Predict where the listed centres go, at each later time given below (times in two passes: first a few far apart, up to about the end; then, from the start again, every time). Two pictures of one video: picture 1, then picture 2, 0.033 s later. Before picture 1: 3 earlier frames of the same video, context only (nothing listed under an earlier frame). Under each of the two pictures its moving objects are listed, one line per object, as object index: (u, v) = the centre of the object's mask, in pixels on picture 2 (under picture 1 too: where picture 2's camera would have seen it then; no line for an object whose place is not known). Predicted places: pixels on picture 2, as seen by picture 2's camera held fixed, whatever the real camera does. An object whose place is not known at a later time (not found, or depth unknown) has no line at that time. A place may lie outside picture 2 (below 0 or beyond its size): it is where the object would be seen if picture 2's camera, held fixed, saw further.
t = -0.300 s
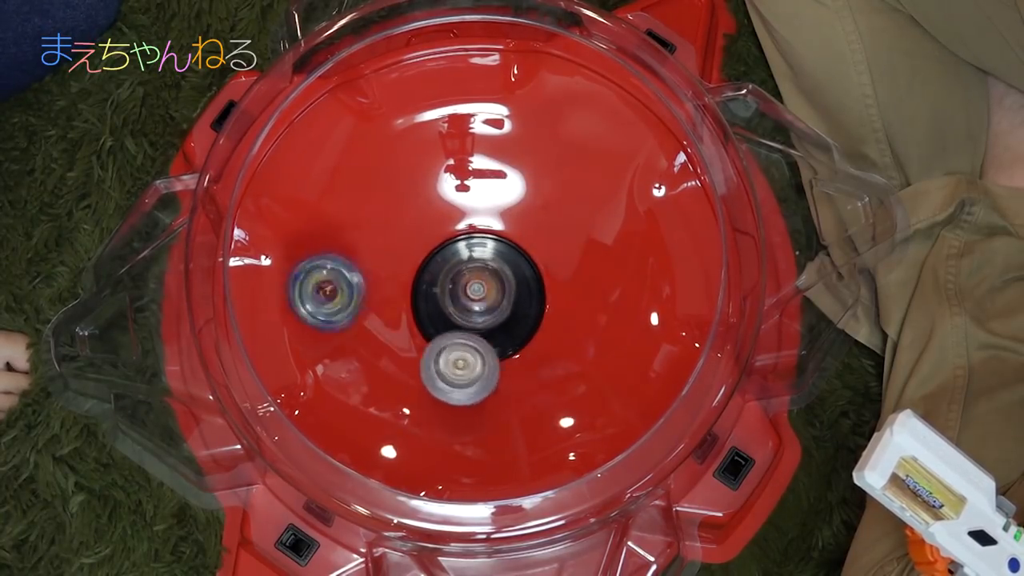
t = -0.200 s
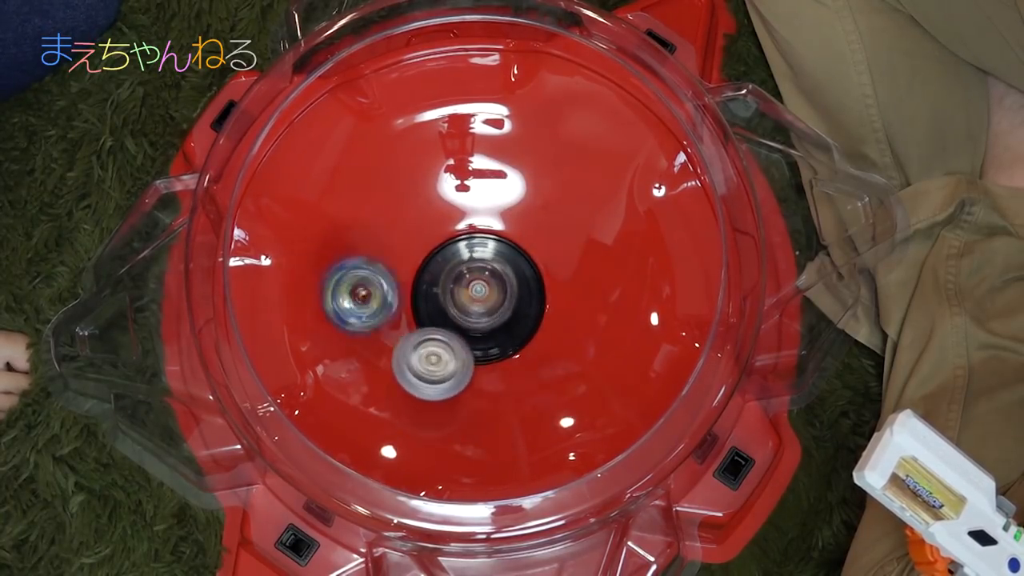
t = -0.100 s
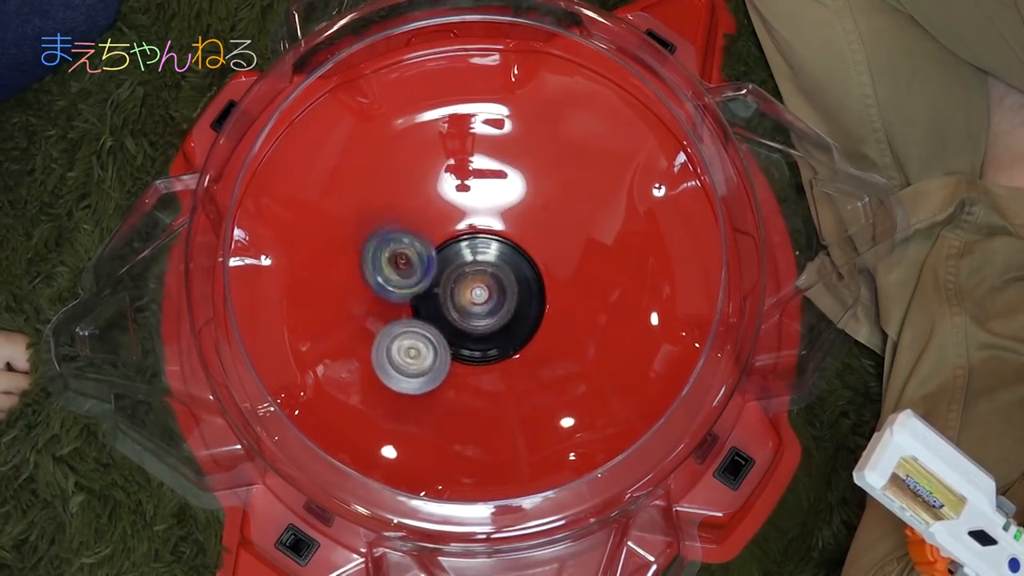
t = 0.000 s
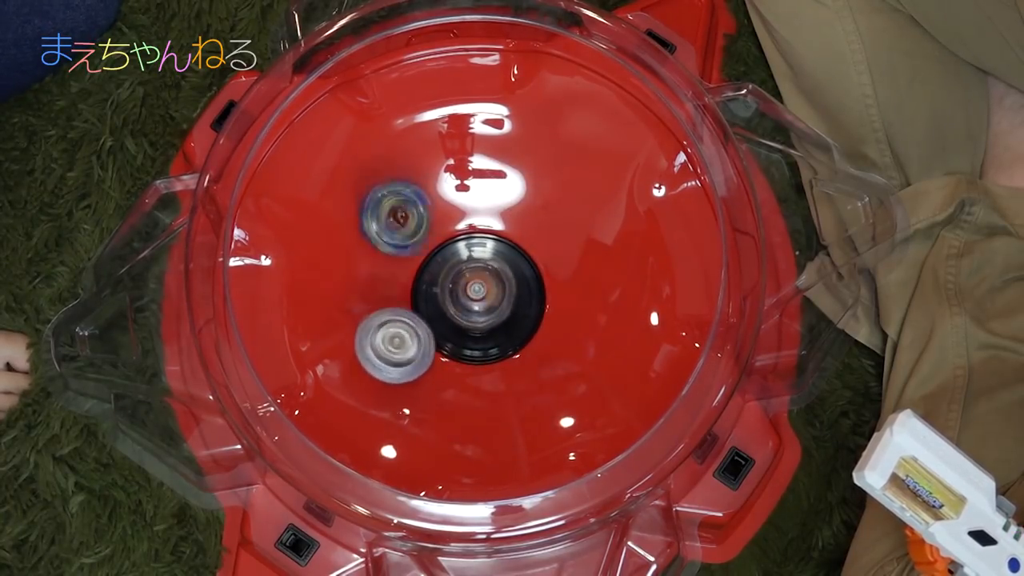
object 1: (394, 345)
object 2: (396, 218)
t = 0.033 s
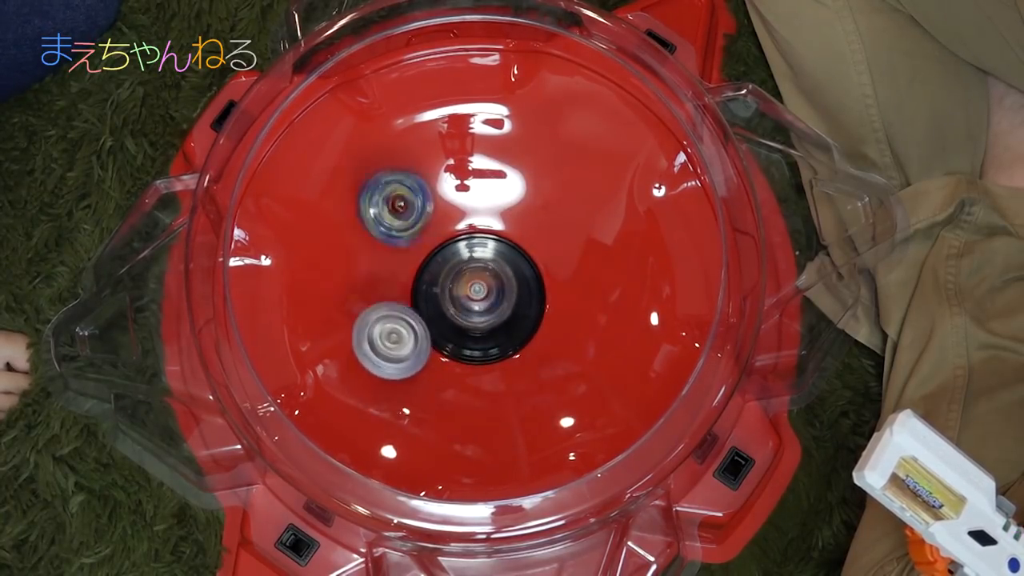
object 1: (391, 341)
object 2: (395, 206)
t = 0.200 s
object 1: (384, 312)
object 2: (393, 150)
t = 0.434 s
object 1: (397, 260)
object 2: (425, 174)
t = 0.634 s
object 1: (392, 270)
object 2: (533, 205)
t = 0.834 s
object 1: (393, 265)
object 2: (573, 267)
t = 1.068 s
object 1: (395, 255)
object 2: (542, 345)
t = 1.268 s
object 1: (403, 242)
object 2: (471, 380)
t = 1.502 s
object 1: (419, 233)
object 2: (406, 330)
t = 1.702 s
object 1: (413, 204)
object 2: (357, 247)
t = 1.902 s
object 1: (444, 210)
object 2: (364, 231)
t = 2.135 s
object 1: (516, 215)
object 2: (413, 237)
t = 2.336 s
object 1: (579, 264)
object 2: (453, 233)
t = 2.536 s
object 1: (588, 309)
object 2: (449, 234)
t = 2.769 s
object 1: (531, 359)
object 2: (451, 234)
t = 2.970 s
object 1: (447, 375)
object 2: (452, 234)
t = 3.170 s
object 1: (384, 348)
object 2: (455, 230)
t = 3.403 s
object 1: (380, 287)
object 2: (458, 230)
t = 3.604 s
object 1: (389, 236)
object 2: (475, 225)
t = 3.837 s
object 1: (406, 225)
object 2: (487, 225)
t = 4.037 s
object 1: (399, 231)
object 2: (534, 199)
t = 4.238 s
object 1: (400, 255)
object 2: (558, 207)
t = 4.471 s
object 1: (394, 252)
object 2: (552, 238)
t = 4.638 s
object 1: (403, 247)
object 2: (549, 252)
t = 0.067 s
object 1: (388, 336)
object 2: (394, 195)
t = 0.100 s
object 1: (385, 331)
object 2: (393, 184)
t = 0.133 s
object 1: (384, 324)
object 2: (393, 174)
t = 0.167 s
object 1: (383, 318)
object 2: (393, 161)
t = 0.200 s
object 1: (384, 312)
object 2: (393, 150)
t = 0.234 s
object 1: (385, 306)
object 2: (393, 143)
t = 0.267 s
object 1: (386, 299)
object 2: (394, 141)
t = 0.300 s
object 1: (388, 291)
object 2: (397, 142)
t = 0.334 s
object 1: (392, 284)
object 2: (401, 146)
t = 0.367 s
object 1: (395, 277)
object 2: (407, 153)
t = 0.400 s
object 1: (395, 268)
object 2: (414, 161)
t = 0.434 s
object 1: (397, 260)
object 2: (425, 174)
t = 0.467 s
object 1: (395, 256)
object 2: (442, 183)
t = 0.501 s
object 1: (386, 262)
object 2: (468, 183)
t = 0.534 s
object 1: (383, 263)
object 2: (489, 185)
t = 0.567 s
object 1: (385, 266)
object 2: (507, 190)
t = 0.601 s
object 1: (388, 268)
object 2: (521, 197)
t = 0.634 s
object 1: (392, 270)
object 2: (533, 205)
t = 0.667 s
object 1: (395, 270)
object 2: (544, 214)
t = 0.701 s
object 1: (394, 267)
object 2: (552, 223)
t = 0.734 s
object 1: (393, 267)
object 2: (559, 232)
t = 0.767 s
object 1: (392, 266)
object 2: (566, 244)
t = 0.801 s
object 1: (392, 265)
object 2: (571, 254)
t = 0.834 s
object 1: (393, 265)
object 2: (573, 267)
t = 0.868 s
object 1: (395, 264)
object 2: (575, 279)
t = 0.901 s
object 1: (397, 263)
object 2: (573, 291)
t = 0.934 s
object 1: (395, 261)
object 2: (570, 305)
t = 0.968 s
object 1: (394, 259)
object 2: (566, 317)
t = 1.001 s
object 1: (393, 257)
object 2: (559, 327)
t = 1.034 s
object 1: (394, 256)
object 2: (551, 337)
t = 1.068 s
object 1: (395, 255)
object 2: (542, 345)
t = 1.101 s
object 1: (397, 254)
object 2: (530, 352)
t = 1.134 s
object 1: (399, 253)
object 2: (519, 357)
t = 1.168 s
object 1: (400, 251)
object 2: (507, 362)
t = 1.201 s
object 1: (402, 250)
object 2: (495, 371)
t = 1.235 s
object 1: (404, 246)
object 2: (483, 379)
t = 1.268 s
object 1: (403, 242)
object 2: (471, 380)
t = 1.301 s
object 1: (403, 240)
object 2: (459, 379)
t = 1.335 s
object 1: (404, 237)
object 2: (448, 375)
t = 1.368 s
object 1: (406, 236)
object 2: (438, 368)
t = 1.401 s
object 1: (408, 235)
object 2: (431, 360)
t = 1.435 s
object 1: (412, 234)
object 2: (424, 352)
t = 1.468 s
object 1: (415, 234)
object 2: (418, 341)
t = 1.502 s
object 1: (419, 233)
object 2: (406, 330)
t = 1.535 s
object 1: (416, 224)
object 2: (393, 316)
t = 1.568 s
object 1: (414, 217)
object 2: (383, 301)
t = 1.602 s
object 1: (413, 213)
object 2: (374, 286)
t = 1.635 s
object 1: (412, 210)
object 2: (367, 272)
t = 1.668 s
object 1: (412, 207)
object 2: (360, 258)
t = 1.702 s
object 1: (413, 204)
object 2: (357, 247)
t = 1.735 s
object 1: (416, 203)
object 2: (355, 239)
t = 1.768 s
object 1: (422, 203)
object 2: (353, 235)
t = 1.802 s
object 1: (426, 203)
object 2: (353, 232)
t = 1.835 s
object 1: (430, 204)
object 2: (356, 232)
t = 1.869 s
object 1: (437, 206)
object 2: (360, 232)
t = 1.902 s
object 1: (444, 210)
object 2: (364, 231)
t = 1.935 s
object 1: (453, 212)
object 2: (369, 231)
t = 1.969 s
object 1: (463, 211)
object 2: (376, 232)
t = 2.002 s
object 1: (474, 206)
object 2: (386, 231)
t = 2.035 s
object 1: (484, 204)
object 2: (397, 233)
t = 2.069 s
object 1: (491, 207)
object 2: (410, 230)
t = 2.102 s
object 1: (503, 210)
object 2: (413, 234)
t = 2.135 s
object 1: (516, 215)
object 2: (413, 237)
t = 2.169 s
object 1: (529, 221)
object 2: (415, 238)
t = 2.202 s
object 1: (541, 230)
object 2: (422, 236)
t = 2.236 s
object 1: (554, 239)
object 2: (434, 235)
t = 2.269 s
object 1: (564, 247)
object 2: (444, 234)
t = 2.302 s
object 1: (572, 255)
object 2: (450, 232)
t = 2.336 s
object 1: (579, 264)
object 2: (453, 233)
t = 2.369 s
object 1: (584, 274)
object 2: (452, 233)
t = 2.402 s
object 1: (587, 282)
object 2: (452, 232)
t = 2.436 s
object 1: (590, 289)
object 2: (452, 233)
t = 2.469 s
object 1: (591, 296)
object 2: (452, 233)
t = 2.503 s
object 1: (590, 303)
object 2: (451, 235)
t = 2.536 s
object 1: (588, 309)
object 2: (449, 234)
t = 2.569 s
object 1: (586, 316)
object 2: (449, 233)
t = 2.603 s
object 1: (581, 322)
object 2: (449, 234)
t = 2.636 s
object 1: (574, 329)
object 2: (450, 234)
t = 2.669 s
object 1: (565, 336)
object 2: (450, 233)
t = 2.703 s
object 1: (556, 343)
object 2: (450, 234)
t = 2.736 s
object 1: (543, 351)
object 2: (450, 234)
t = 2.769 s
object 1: (531, 359)
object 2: (451, 234)
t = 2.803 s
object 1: (518, 366)
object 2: (451, 233)
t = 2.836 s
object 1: (505, 369)
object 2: (451, 233)
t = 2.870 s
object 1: (491, 372)
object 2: (451, 234)
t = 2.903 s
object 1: (476, 375)
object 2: (451, 234)
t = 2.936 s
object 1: (462, 375)
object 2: (452, 234)
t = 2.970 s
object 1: (447, 375)
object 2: (452, 234)
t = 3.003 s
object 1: (433, 373)
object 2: (452, 234)
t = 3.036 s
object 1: (421, 370)
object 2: (452, 232)
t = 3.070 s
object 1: (409, 366)
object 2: (452, 231)
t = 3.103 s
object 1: (398, 362)
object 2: (454, 231)
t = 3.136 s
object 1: (391, 356)
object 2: (455, 231)
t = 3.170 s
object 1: (384, 348)
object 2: (455, 230)
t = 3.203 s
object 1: (379, 341)
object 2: (454, 229)
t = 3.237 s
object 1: (376, 333)
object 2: (456, 230)
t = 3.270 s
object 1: (373, 326)
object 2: (456, 231)
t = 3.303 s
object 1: (372, 317)
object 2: (457, 230)
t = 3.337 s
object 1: (374, 307)
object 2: (457, 230)
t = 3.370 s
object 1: (376, 297)
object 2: (458, 230)
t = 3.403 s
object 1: (380, 287)
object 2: (458, 230)
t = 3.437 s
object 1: (386, 275)
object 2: (458, 228)
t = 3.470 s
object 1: (392, 263)
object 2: (460, 229)
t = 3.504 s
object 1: (391, 253)
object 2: (463, 230)
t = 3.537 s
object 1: (389, 245)
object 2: (469, 231)
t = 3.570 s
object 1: (388, 240)
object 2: (472, 227)
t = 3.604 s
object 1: (389, 236)
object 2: (475, 225)
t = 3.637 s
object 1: (390, 234)
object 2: (478, 226)
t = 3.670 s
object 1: (392, 233)
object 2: (481, 226)
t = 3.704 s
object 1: (395, 232)
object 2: (483, 226)
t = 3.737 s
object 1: (400, 231)
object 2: (483, 226)
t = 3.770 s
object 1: (404, 230)
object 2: (485, 226)
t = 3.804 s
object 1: (407, 227)
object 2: (486, 228)
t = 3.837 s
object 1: (406, 225)
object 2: (487, 225)
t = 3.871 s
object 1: (409, 223)
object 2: (489, 223)
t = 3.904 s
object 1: (404, 223)
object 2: (497, 228)
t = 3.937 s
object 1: (401, 220)
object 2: (502, 221)
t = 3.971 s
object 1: (403, 221)
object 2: (515, 211)
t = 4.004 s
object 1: (402, 226)
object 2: (525, 203)
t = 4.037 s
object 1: (399, 231)
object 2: (534, 199)
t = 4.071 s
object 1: (394, 234)
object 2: (540, 198)
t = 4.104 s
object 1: (397, 234)
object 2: (545, 199)
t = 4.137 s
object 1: (401, 240)
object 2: (549, 200)
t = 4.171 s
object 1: (399, 248)
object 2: (553, 201)
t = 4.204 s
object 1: (403, 253)
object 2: (556, 204)
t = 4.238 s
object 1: (400, 255)
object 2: (558, 207)
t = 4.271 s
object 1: (403, 258)
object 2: (560, 211)
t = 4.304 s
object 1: (398, 255)
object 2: (561, 215)
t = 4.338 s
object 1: (398, 255)
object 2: (561, 221)
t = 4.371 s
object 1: (396, 253)
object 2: (560, 229)
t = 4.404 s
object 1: (393, 252)
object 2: (556, 238)
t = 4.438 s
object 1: (392, 252)
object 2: (545, 246)
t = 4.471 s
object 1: (394, 252)
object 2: (552, 238)
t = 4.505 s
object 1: (396, 254)
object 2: (550, 237)
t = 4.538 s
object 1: (398, 251)
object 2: (547, 246)
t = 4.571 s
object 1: (402, 251)
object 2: (548, 254)
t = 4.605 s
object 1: (405, 253)
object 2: (551, 254)
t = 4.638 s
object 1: (403, 247)
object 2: (549, 252)
